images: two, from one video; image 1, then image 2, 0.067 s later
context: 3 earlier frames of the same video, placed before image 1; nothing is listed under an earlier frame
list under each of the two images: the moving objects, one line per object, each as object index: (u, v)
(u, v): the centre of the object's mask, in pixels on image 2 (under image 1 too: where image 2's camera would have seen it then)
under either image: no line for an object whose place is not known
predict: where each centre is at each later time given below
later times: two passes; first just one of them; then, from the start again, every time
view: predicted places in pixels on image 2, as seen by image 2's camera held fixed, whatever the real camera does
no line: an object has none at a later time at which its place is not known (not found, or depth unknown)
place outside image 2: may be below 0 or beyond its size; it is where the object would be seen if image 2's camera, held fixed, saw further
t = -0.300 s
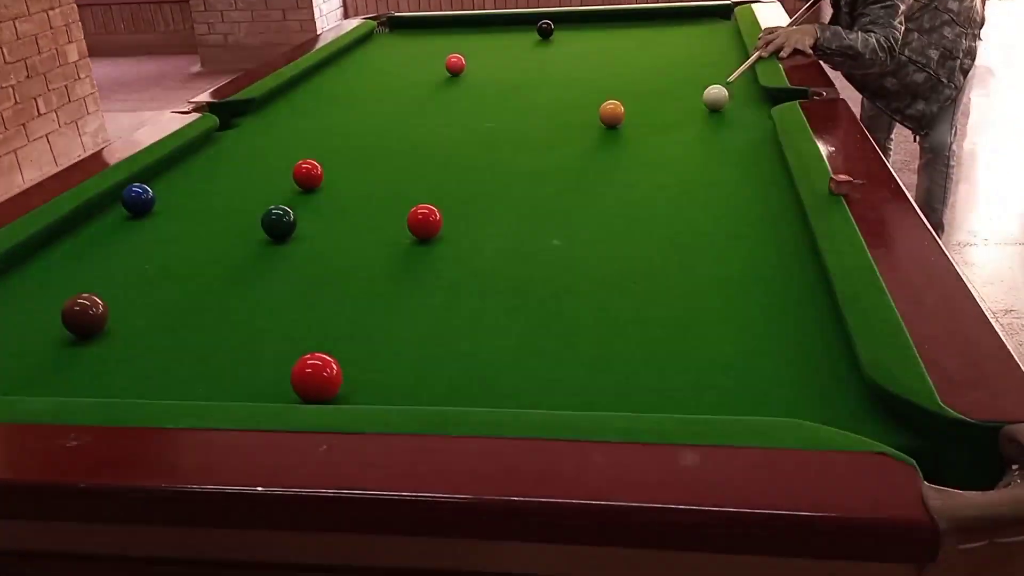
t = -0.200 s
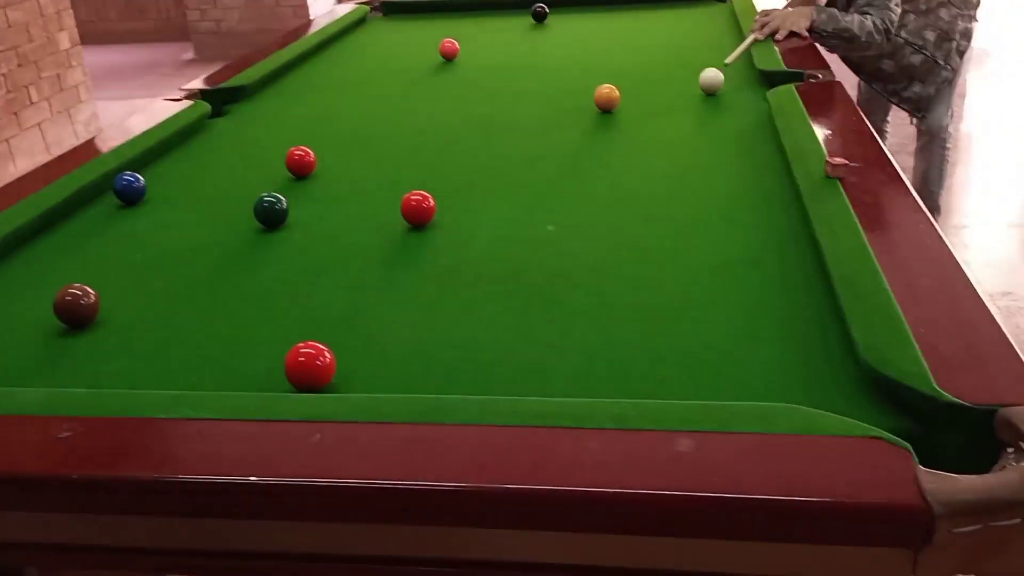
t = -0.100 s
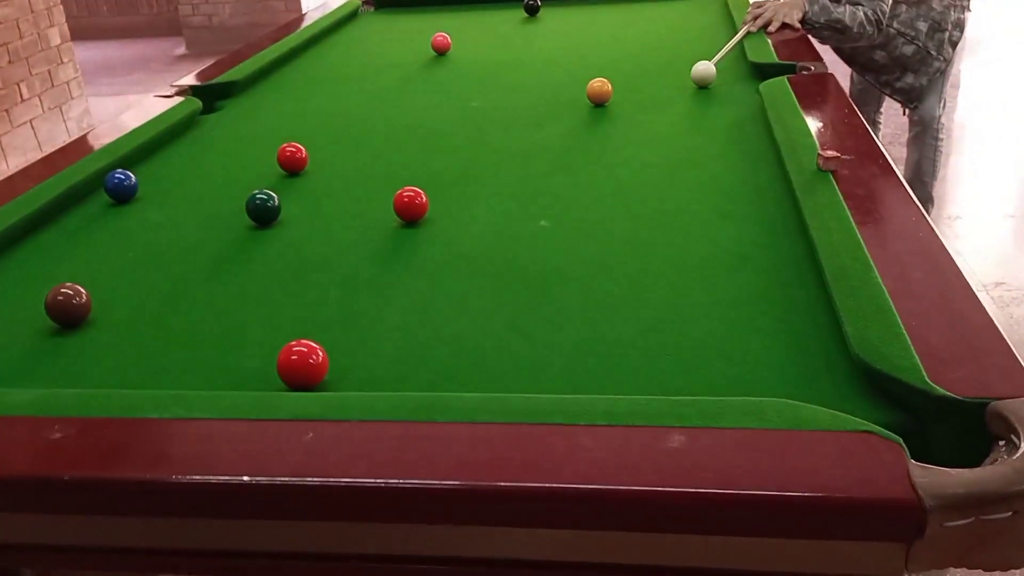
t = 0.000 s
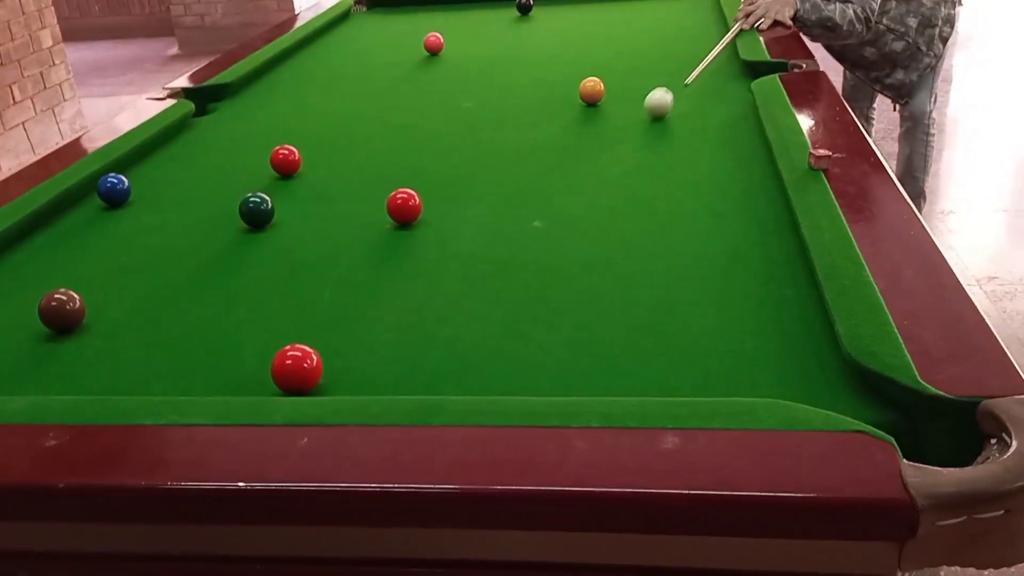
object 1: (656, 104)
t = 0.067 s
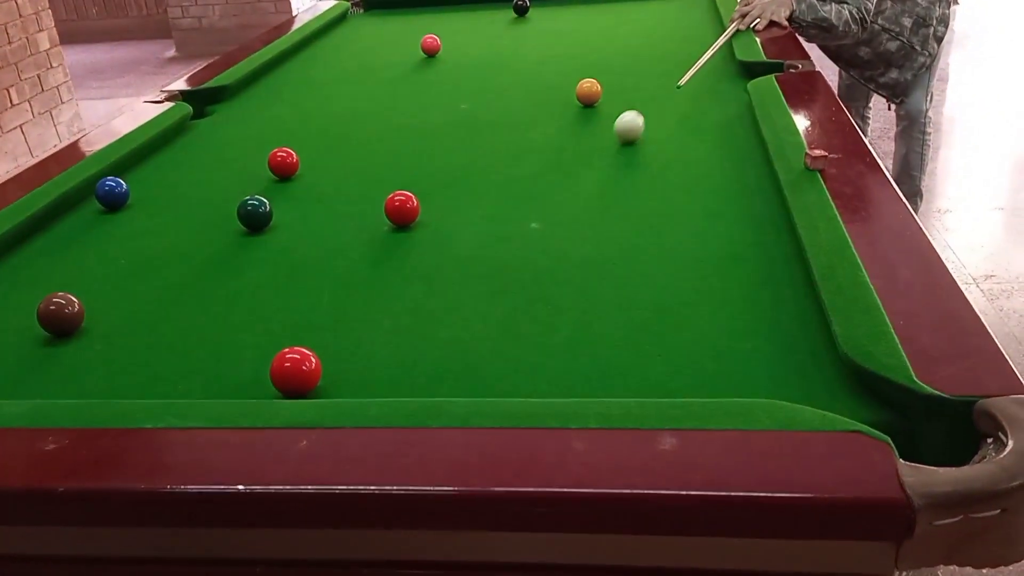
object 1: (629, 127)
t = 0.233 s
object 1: (552, 193)
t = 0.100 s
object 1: (616, 138)
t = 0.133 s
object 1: (601, 151)
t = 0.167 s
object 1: (586, 164)
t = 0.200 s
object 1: (570, 178)
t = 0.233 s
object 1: (552, 193)
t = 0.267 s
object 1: (533, 209)
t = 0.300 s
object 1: (512, 227)
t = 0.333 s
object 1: (490, 245)
